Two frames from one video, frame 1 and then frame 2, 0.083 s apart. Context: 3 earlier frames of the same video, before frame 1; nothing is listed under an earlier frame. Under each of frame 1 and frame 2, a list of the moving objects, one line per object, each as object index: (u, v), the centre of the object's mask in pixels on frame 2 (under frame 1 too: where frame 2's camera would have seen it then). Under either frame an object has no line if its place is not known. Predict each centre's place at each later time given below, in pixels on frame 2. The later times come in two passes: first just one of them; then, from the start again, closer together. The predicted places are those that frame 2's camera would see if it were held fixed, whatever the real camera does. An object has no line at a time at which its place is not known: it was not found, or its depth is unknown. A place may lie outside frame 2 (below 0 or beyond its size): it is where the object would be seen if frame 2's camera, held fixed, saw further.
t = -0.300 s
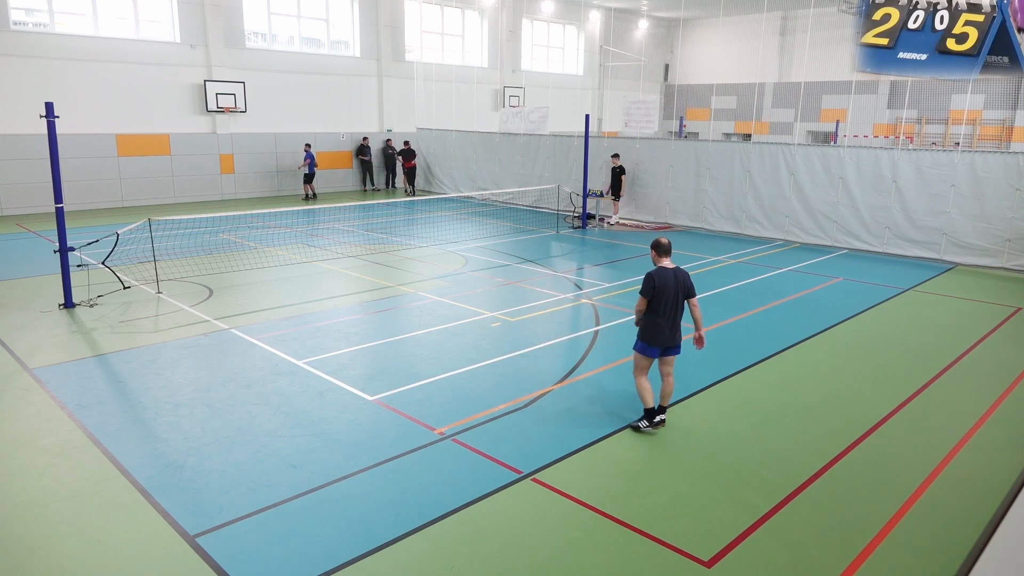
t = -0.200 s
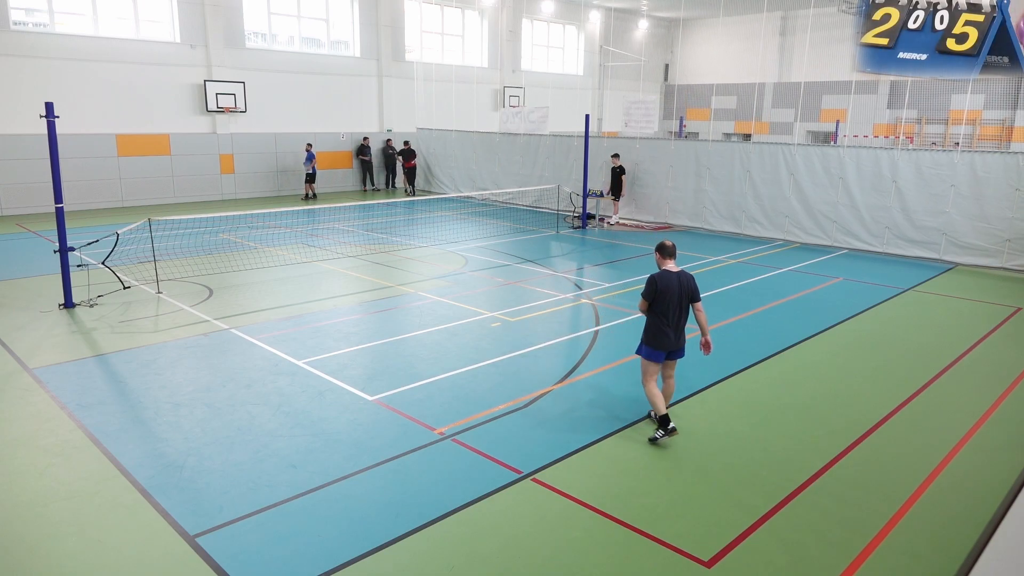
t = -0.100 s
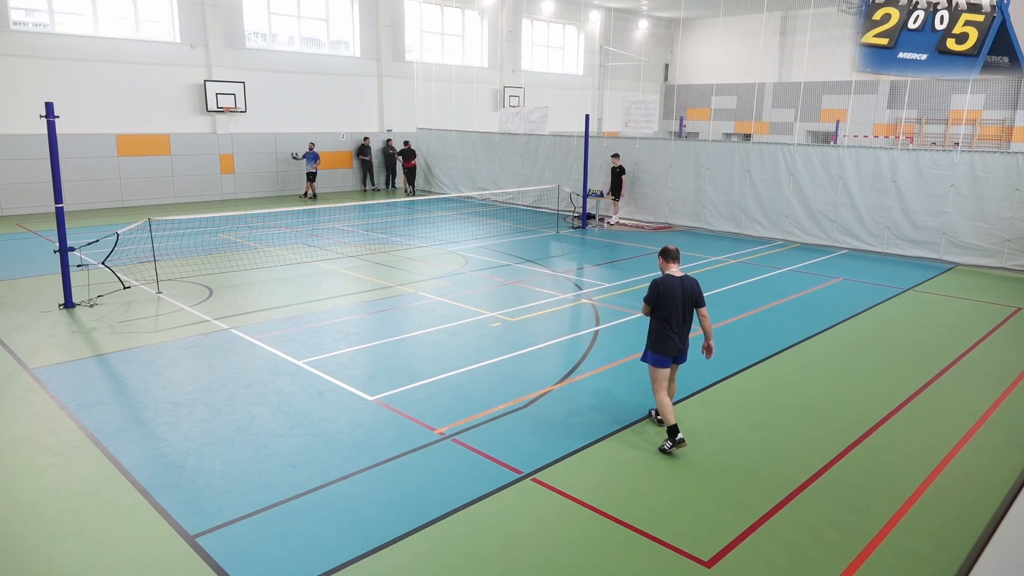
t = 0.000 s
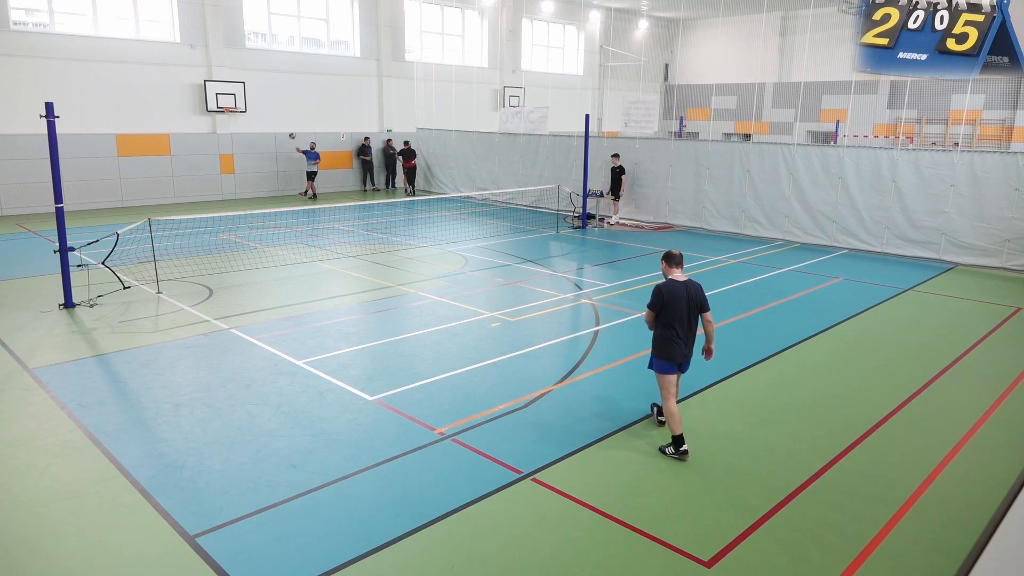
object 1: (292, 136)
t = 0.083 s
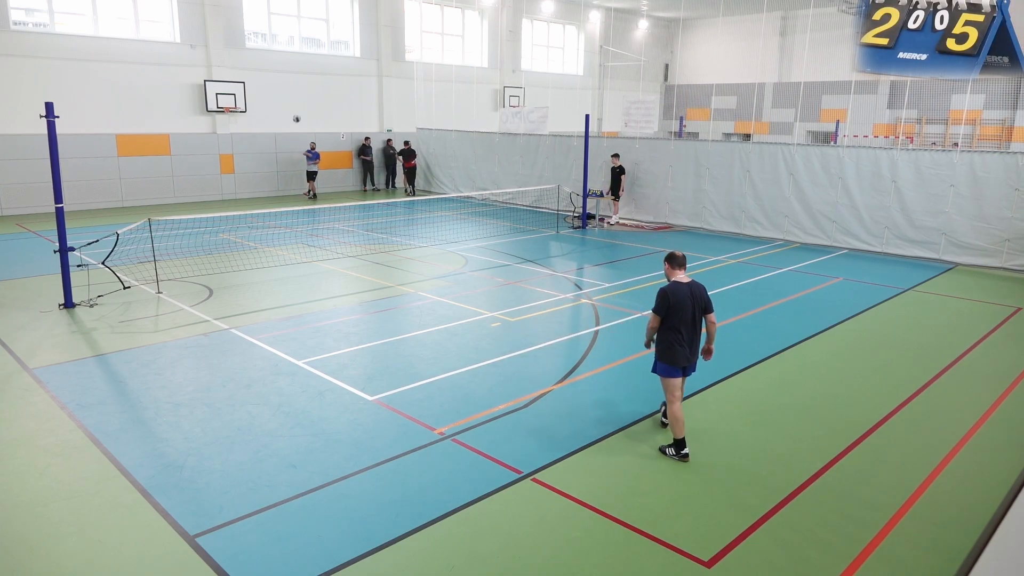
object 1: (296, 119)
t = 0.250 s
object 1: (305, 89)
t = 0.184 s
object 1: (302, 100)
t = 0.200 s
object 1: (303, 98)
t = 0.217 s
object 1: (304, 95)
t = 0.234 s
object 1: (305, 92)
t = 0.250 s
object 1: (305, 89)
